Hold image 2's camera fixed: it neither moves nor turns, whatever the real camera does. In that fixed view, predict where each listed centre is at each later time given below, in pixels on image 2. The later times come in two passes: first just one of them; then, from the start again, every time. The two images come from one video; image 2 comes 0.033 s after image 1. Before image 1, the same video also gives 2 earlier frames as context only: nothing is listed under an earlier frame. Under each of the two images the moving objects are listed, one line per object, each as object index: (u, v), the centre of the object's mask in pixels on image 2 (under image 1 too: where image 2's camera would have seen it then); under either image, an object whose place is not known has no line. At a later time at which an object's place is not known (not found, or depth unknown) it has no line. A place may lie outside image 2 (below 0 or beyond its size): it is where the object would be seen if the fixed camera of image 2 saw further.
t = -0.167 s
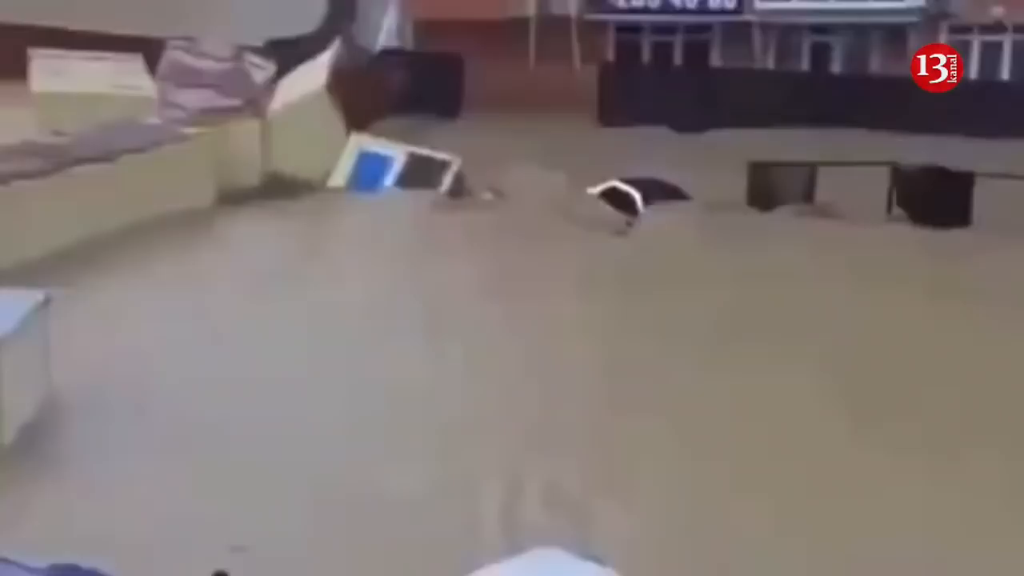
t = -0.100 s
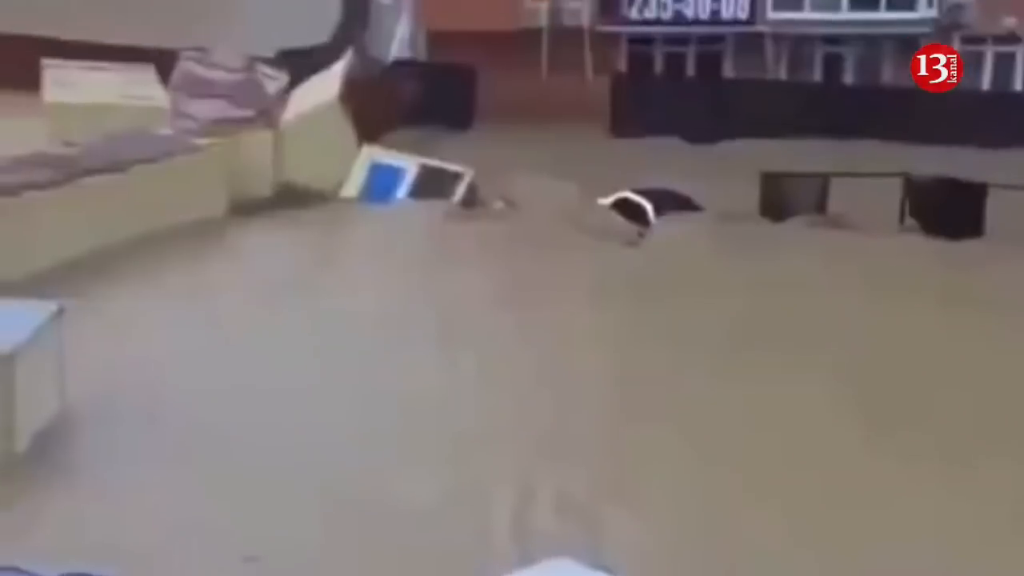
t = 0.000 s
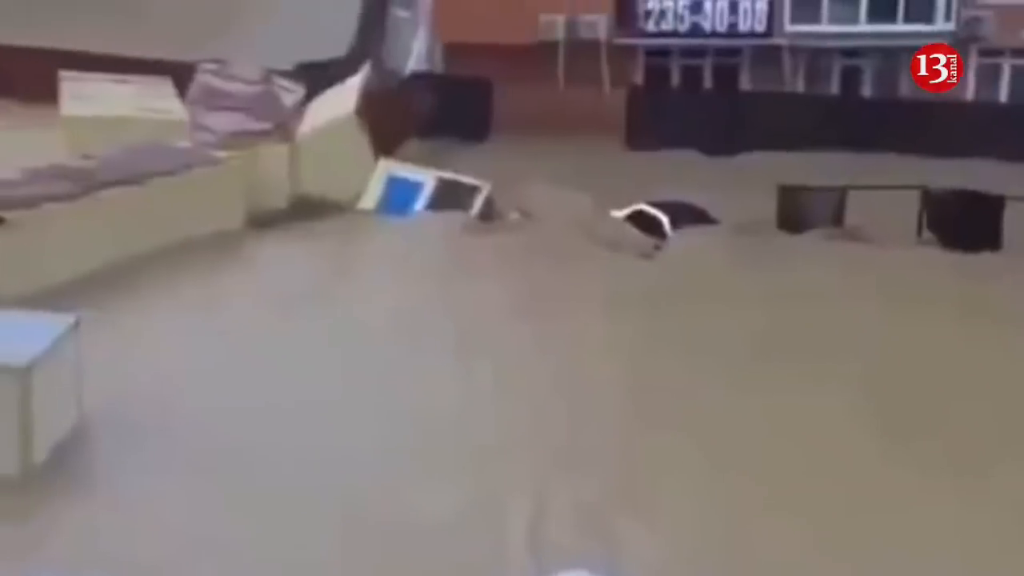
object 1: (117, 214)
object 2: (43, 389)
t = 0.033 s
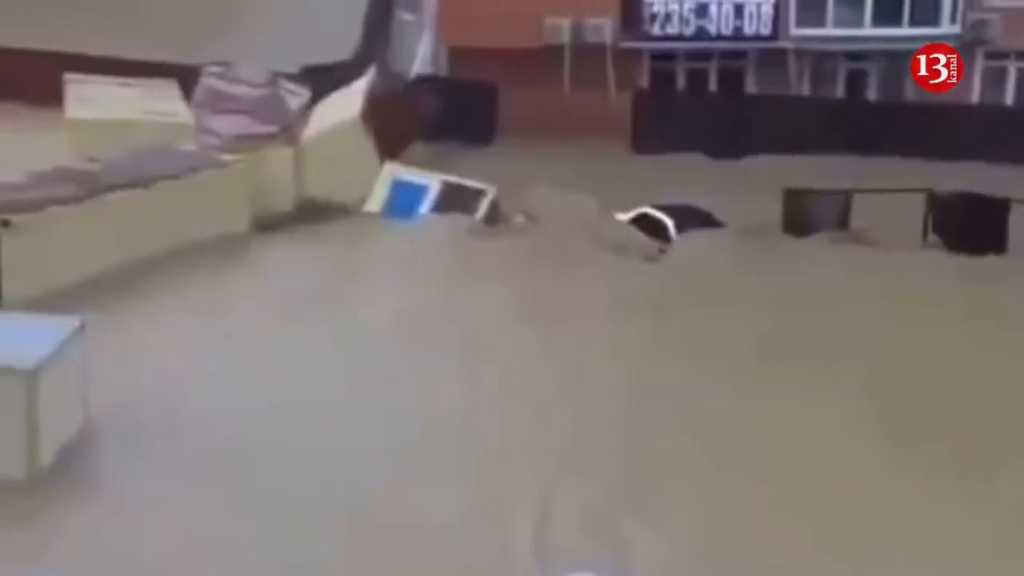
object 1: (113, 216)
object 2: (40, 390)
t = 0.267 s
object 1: (99, 218)
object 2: (24, 390)
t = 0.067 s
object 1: (111, 216)
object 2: (36, 390)
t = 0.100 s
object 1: (109, 216)
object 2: (34, 390)
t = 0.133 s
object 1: (106, 217)
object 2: (32, 390)
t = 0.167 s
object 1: (104, 217)
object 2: (30, 390)
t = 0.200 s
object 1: (101, 218)
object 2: (26, 390)
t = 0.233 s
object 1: (100, 218)
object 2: (25, 390)
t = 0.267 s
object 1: (99, 218)
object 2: (24, 390)
